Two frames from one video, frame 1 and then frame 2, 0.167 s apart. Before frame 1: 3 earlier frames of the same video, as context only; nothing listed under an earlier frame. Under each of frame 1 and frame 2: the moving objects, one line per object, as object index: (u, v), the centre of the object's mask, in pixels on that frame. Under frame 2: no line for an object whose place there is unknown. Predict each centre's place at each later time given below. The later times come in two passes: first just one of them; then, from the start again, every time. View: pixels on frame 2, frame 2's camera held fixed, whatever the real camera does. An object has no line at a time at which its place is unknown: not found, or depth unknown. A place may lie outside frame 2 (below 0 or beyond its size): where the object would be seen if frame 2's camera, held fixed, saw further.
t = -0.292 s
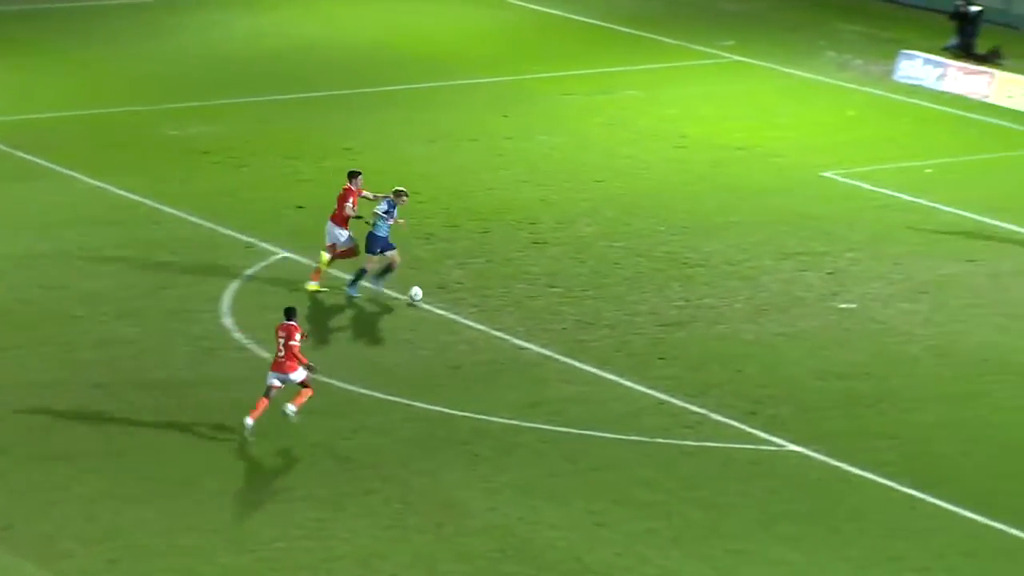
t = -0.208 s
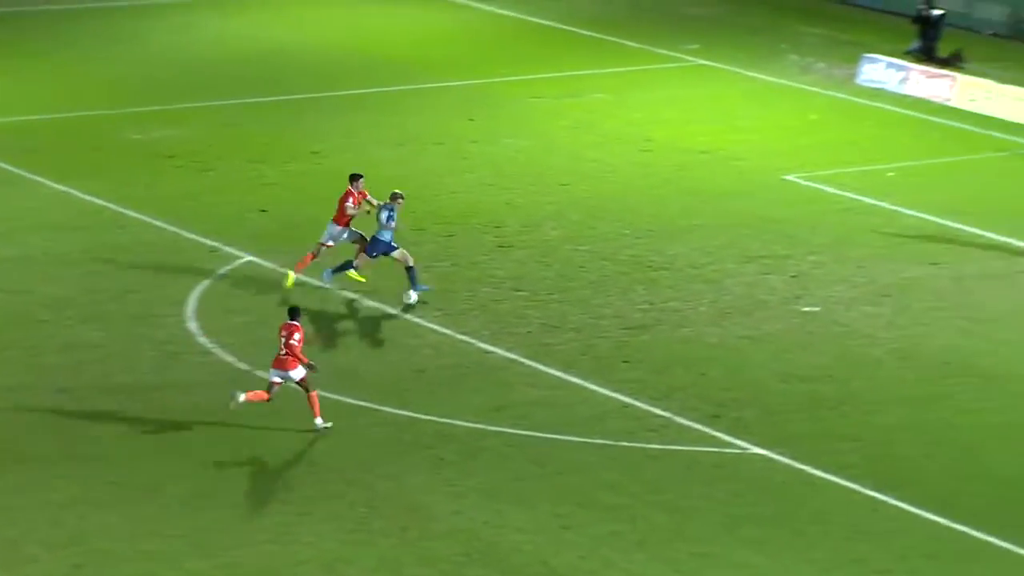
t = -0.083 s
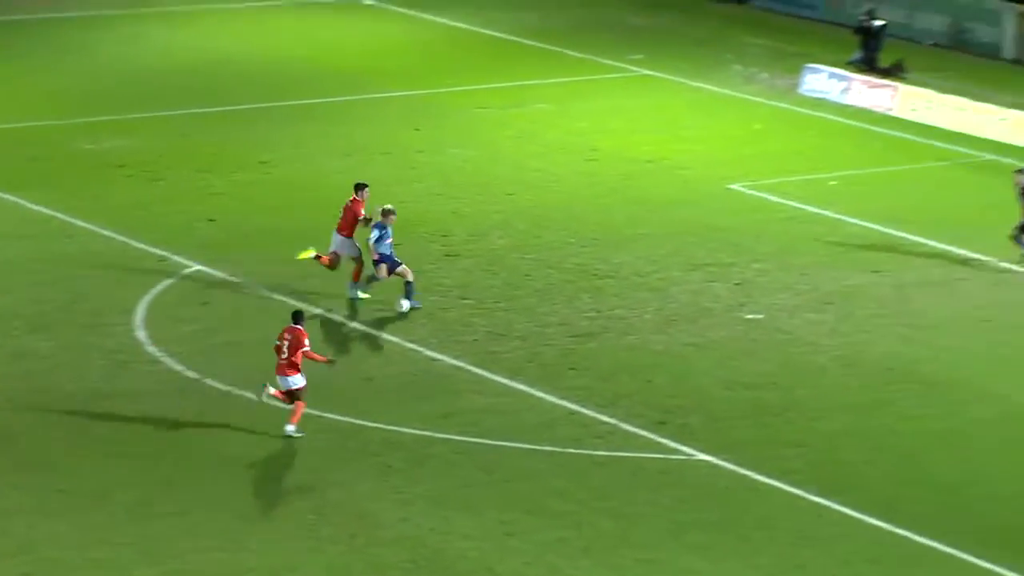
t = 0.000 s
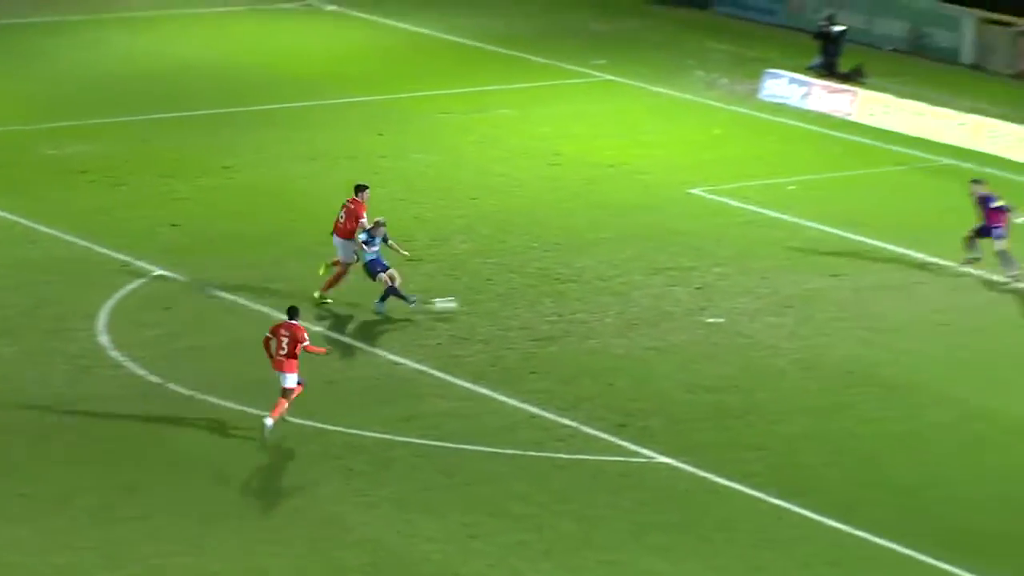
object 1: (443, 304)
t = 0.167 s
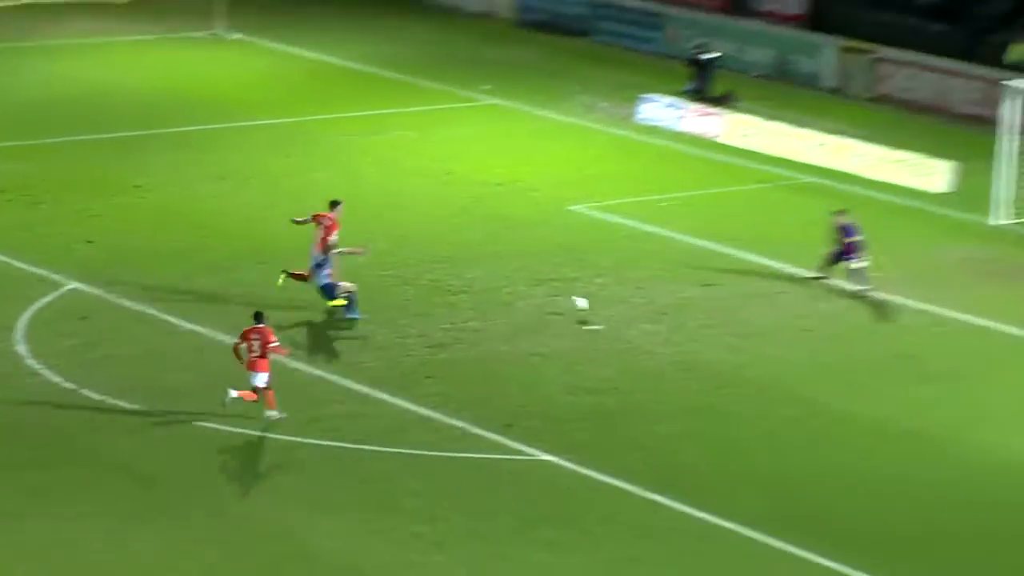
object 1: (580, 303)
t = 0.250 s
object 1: (689, 306)
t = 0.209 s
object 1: (635, 305)
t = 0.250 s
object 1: (689, 306)
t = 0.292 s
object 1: (737, 304)
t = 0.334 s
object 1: (786, 302)
